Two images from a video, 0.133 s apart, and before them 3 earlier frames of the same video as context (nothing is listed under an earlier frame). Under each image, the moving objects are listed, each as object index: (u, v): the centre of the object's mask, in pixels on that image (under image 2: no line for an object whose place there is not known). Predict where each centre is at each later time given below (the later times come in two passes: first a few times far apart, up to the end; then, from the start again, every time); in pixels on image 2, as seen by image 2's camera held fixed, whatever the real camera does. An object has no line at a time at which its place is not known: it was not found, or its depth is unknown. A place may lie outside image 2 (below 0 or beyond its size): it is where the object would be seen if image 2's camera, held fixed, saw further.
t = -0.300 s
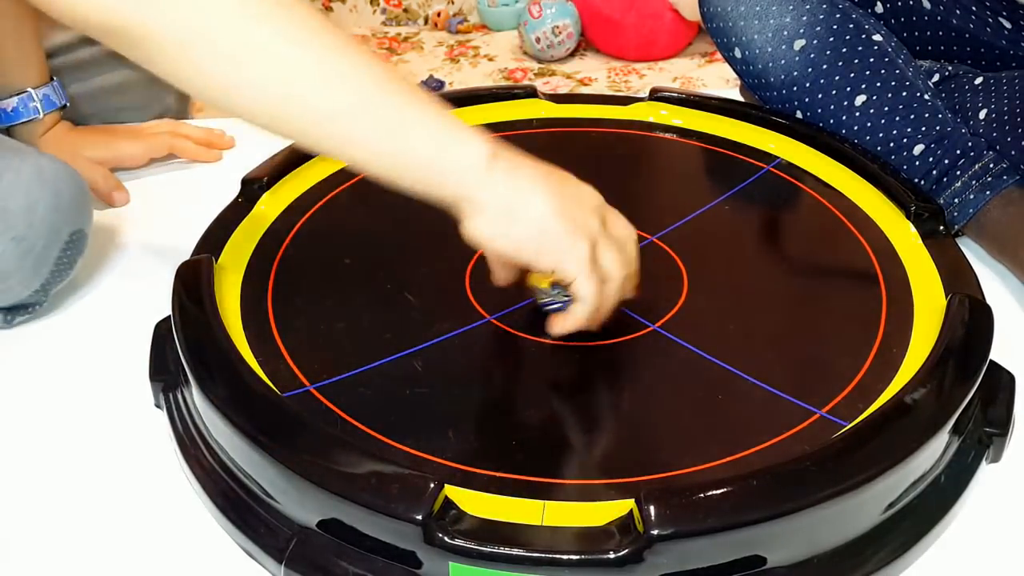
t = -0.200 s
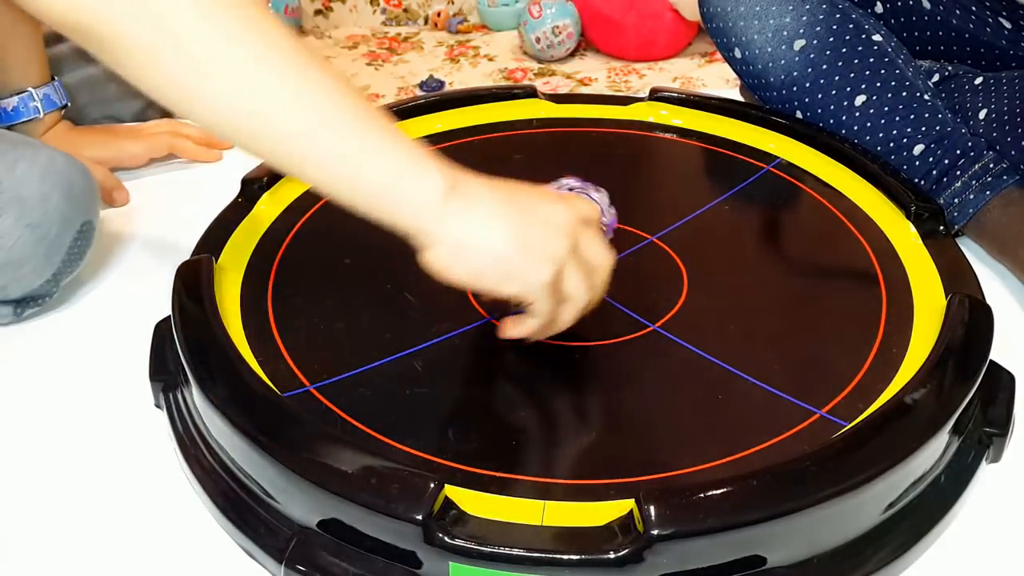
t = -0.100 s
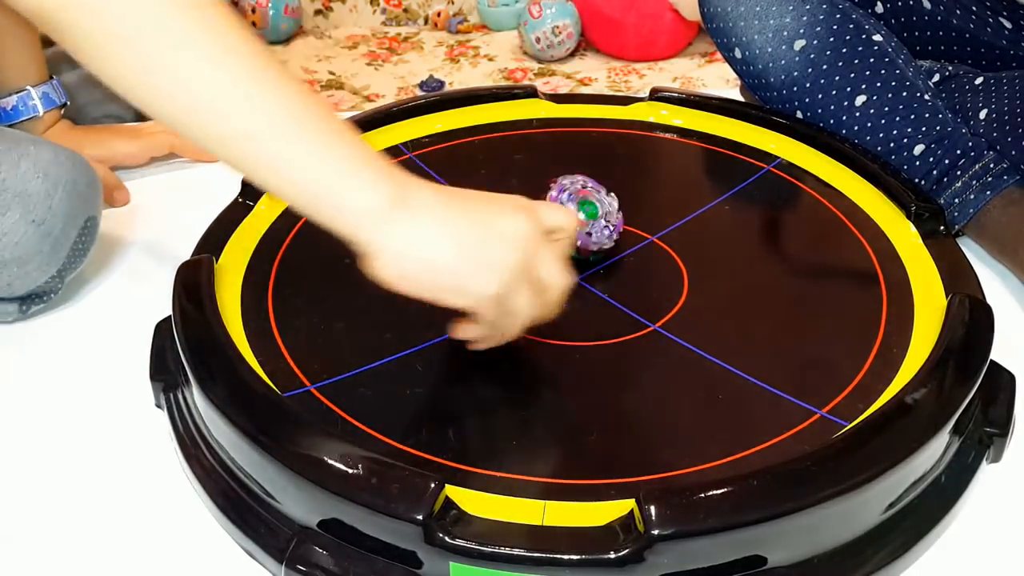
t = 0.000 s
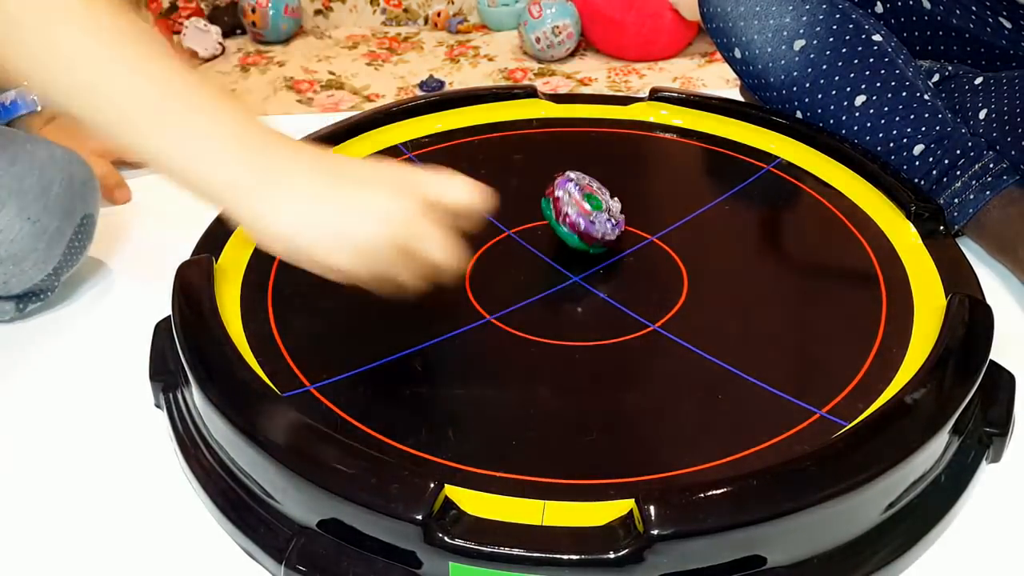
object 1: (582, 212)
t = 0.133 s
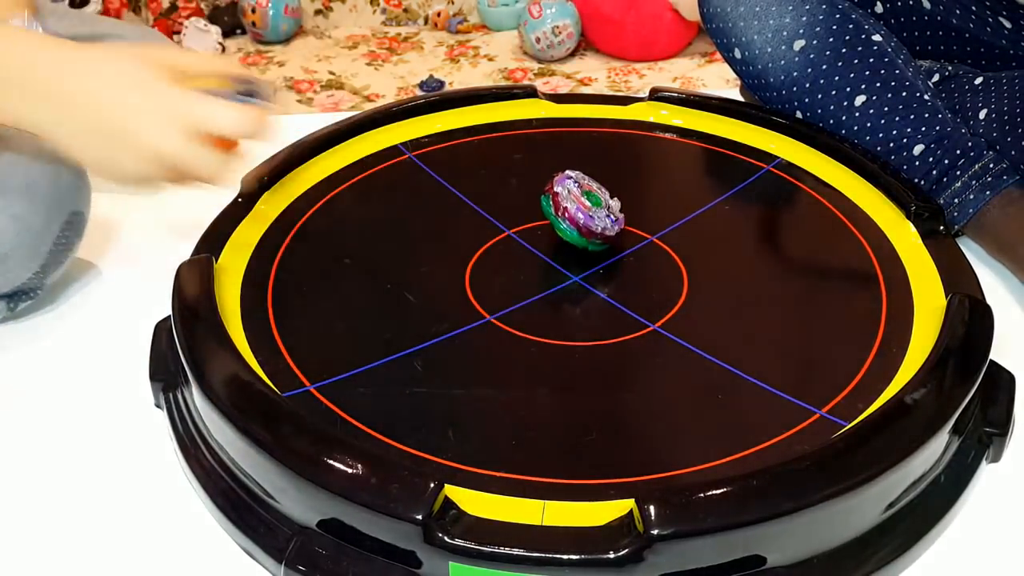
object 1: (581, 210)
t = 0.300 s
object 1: (579, 215)
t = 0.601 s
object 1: (575, 219)
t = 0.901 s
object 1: (552, 222)
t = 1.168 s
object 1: (563, 222)
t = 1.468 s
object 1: (562, 222)
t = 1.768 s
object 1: (555, 222)
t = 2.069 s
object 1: (568, 221)
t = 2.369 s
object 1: (553, 222)
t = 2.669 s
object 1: (565, 221)
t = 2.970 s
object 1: (566, 221)
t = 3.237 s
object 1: (568, 221)
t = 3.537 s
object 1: (568, 221)
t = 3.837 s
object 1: (568, 221)
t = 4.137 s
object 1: (568, 221)
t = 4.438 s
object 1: (568, 221)
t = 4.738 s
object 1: (568, 221)
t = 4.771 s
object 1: (568, 221)
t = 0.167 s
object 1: (582, 211)
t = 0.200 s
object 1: (582, 212)
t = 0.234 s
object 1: (581, 213)
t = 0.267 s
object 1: (580, 214)
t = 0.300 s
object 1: (579, 215)
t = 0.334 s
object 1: (579, 216)
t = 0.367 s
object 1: (578, 217)
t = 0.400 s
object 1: (578, 217)
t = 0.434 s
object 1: (577, 217)
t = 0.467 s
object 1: (577, 218)
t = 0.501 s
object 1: (577, 218)
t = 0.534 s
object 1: (576, 218)
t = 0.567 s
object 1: (576, 218)
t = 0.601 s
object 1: (575, 219)
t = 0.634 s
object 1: (574, 219)
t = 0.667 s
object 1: (574, 219)
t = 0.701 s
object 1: (572, 220)
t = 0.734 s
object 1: (570, 220)
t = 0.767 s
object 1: (566, 221)
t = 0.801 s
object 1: (563, 221)
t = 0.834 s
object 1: (559, 222)
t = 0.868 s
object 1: (556, 222)
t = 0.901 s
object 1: (552, 222)
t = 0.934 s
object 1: (550, 222)
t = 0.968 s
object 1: (549, 222)
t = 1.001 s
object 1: (549, 222)
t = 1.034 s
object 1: (550, 222)
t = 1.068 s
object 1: (553, 222)
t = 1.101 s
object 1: (555, 222)
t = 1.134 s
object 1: (559, 222)
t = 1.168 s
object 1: (563, 222)
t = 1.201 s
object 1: (566, 221)
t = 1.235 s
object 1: (569, 221)
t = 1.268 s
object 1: (571, 220)
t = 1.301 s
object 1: (572, 220)
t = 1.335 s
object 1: (571, 220)
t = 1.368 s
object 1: (570, 221)
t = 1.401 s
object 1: (568, 221)
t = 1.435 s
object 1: (565, 221)
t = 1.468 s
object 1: (562, 222)
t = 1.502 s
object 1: (560, 222)
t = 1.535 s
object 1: (557, 223)
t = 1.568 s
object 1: (554, 223)
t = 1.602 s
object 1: (552, 223)
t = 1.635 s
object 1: (551, 222)
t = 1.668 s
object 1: (551, 222)
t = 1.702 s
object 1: (551, 222)
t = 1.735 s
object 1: (553, 222)
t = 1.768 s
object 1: (555, 222)
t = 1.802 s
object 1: (558, 222)
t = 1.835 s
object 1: (560, 222)
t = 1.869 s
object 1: (562, 222)
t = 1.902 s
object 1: (564, 222)
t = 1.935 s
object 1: (566, 221)
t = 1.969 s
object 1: (568, 221)
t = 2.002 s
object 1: (569, 221)
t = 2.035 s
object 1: (569, 221)
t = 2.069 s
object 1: (568, 221)
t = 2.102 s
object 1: (567, 221)
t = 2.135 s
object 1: (565, 221)
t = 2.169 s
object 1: (563, 222)
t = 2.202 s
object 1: (562, 222)
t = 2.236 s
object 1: (560, 222)
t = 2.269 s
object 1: (558, 223)
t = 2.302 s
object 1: (555, 223)
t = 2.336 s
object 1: (554, 223)
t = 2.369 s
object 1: (553, 222)
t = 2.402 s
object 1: (553, 222)
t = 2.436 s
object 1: (555, 222)
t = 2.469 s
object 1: (556, 223)
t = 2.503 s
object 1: (558, 222)
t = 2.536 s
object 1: (560, 222)
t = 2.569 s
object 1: (562, 222)
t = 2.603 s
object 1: (563, 222)
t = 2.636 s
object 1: (564, 221)
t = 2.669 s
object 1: (565, 221)
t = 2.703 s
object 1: (566, 221)
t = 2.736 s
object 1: (567, 221)
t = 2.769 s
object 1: (568, 221)
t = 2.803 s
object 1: (568, 221)
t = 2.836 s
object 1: (567, 221)
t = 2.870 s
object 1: (567, 221)
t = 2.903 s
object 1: (566, 221)
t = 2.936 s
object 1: (566, 221)
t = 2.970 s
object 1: (566, 221)
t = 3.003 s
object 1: (566, 221)
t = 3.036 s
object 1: (566, 221)
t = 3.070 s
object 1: (566, 221)
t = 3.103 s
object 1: (566, 221)
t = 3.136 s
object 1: (566, 221)
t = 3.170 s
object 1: (566, 221)
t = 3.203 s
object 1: (567, 221)
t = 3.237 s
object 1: (568, 221)
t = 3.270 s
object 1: (568, 221)
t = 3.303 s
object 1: (567, 221)
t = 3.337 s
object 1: (567, 221)
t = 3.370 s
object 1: (567, 221)
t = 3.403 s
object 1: (567, 221)
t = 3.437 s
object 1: (568, 221)
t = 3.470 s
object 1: (568, 221)
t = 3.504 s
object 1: (568, 221)
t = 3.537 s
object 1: (568, 221)
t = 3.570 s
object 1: (568, 221)
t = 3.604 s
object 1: (568, 221)
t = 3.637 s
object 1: (568, 221)
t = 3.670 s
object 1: (568, 221)
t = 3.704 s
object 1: (568, 221)
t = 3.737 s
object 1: (568, 221)
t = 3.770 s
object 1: (568, 221)
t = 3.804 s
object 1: (568, 221)
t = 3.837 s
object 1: (568, 221)
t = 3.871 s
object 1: (568, 221)
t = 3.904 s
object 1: (568, 221)
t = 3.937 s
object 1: (568, 221)
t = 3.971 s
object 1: (568, 221)
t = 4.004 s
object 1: (568, 221)
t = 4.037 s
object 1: (568, 221)
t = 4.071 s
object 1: (568, 221)
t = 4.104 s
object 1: (568, 221)
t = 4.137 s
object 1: (568, 221)
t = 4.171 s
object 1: (568, 221)
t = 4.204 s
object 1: (568, 221)
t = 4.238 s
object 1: (568, 221)
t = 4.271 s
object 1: (568, 221)
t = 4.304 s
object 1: (568, 221)
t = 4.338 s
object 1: (568, 221)
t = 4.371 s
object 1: (568, 221)
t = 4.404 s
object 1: (568, 221)
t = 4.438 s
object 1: (568, 221)
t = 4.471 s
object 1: (568, 221)
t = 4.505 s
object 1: (568, 221)
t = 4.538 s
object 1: (568, 221)
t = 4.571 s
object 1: (568, 221)
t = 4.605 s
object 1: (568, 221)
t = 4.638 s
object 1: (568, 221)
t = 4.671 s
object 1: (568, 221)
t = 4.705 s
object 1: (568, 221)
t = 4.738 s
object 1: (568, 221)
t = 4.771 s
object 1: (568, 221)
